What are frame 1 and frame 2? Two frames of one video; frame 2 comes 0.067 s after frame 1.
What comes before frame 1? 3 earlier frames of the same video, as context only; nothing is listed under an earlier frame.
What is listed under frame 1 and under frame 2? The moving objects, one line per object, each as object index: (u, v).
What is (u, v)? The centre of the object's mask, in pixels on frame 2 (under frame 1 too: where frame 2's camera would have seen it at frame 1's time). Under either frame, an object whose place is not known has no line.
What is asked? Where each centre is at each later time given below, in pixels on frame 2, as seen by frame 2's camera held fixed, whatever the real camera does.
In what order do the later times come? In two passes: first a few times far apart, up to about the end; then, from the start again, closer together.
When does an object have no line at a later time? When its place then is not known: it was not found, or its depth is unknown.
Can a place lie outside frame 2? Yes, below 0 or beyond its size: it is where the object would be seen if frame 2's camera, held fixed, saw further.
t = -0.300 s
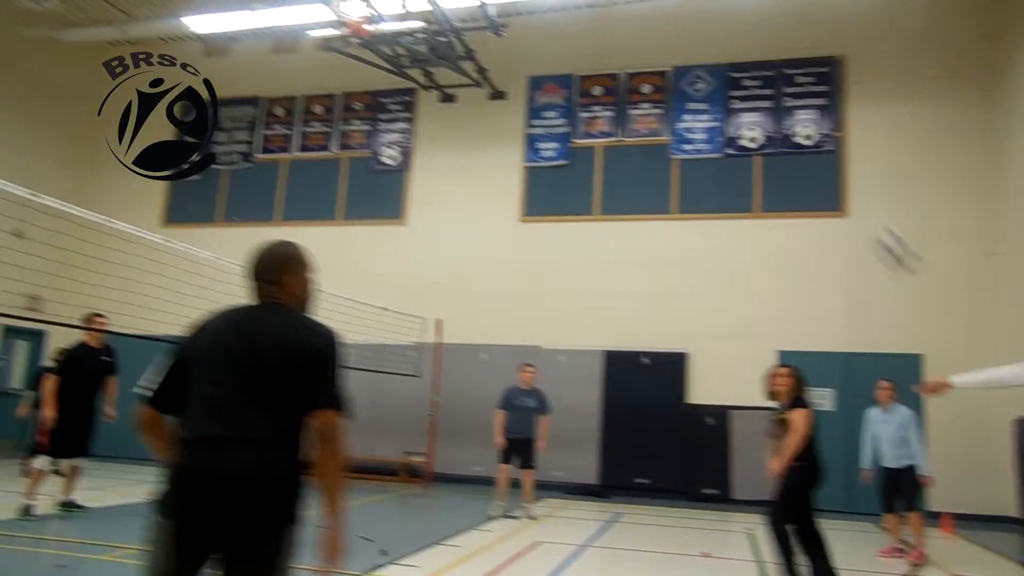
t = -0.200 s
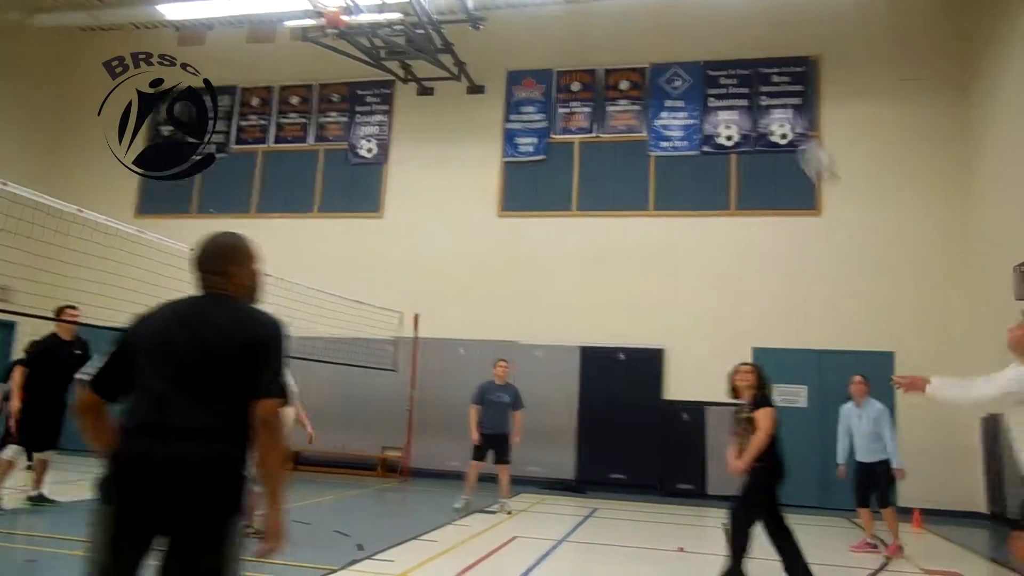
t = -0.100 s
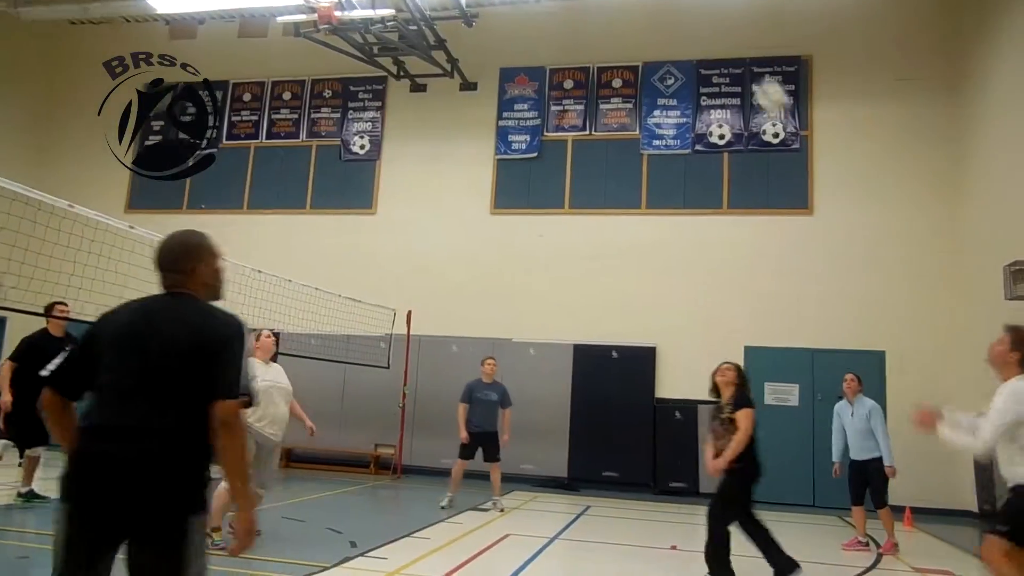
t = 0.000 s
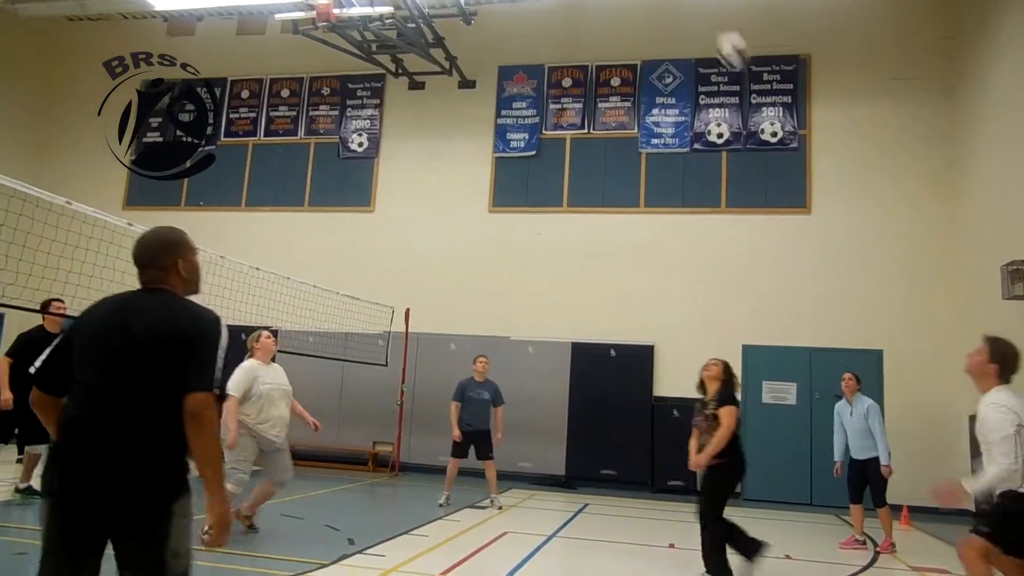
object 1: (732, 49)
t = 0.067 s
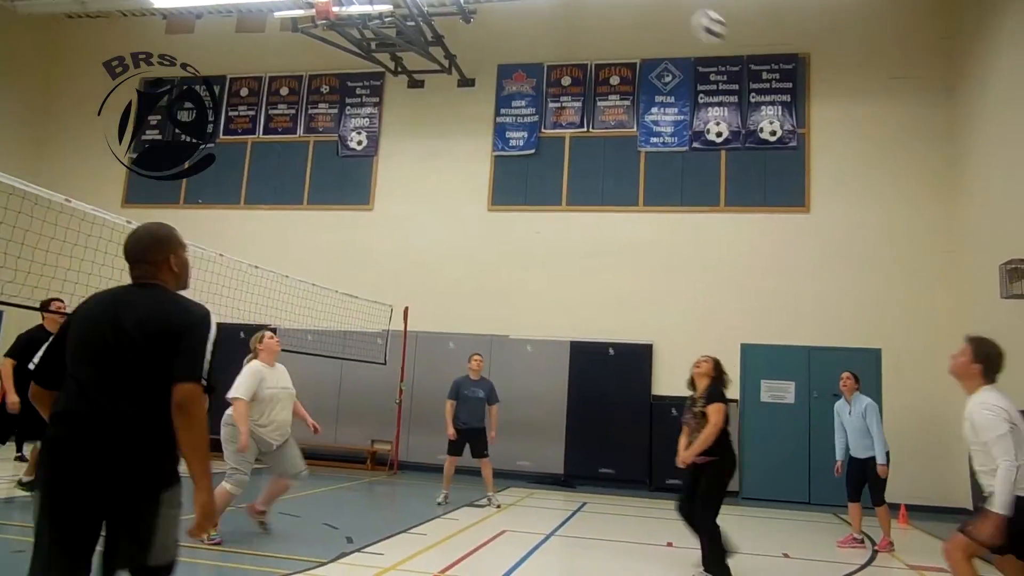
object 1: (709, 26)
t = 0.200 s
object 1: (664, 7)
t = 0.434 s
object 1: (591, 11)
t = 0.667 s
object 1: (523, 84)
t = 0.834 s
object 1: (475, 174)
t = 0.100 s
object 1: (698, 17)
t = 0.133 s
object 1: (686, 12)
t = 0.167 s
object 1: (674, 8)
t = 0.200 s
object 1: (664, 7)
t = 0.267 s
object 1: (640, 4)
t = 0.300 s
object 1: (631, 3)
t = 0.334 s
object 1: (618, 4)
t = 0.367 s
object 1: (612, 3)
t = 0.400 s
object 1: (604, 6)
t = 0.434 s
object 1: (591, 11)
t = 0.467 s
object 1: (581, 19)
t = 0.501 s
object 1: (572, 27)
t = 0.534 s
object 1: (563, 36)
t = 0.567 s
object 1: (553, 46)
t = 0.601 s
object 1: (543, 58)
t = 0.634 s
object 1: (531, 71)
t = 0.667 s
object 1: (523, 84)
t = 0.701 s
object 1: (513, 99)
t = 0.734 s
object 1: (503, 115)
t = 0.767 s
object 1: (493, 133)
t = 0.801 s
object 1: (484, 148)
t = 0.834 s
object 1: (475, 174)
